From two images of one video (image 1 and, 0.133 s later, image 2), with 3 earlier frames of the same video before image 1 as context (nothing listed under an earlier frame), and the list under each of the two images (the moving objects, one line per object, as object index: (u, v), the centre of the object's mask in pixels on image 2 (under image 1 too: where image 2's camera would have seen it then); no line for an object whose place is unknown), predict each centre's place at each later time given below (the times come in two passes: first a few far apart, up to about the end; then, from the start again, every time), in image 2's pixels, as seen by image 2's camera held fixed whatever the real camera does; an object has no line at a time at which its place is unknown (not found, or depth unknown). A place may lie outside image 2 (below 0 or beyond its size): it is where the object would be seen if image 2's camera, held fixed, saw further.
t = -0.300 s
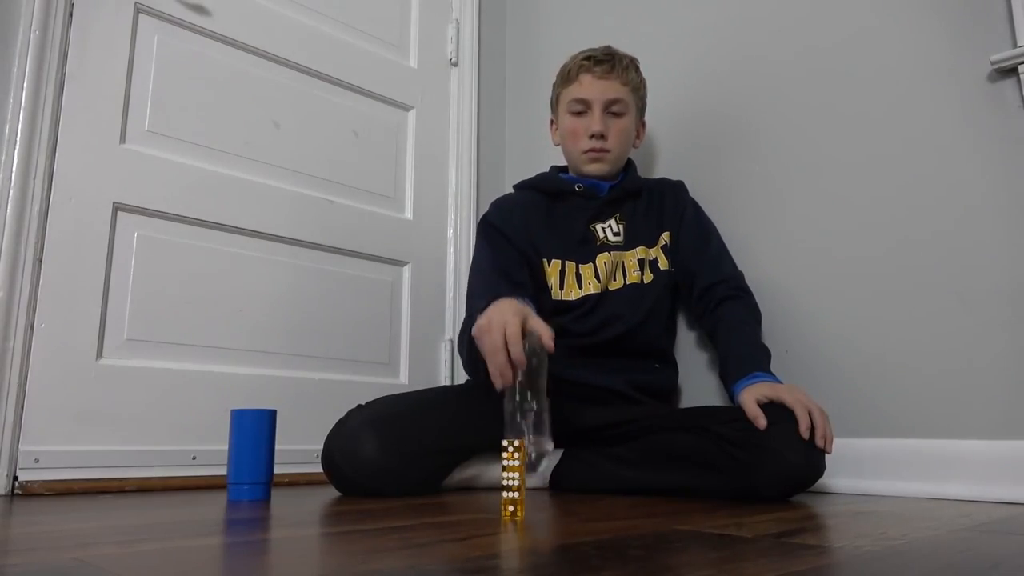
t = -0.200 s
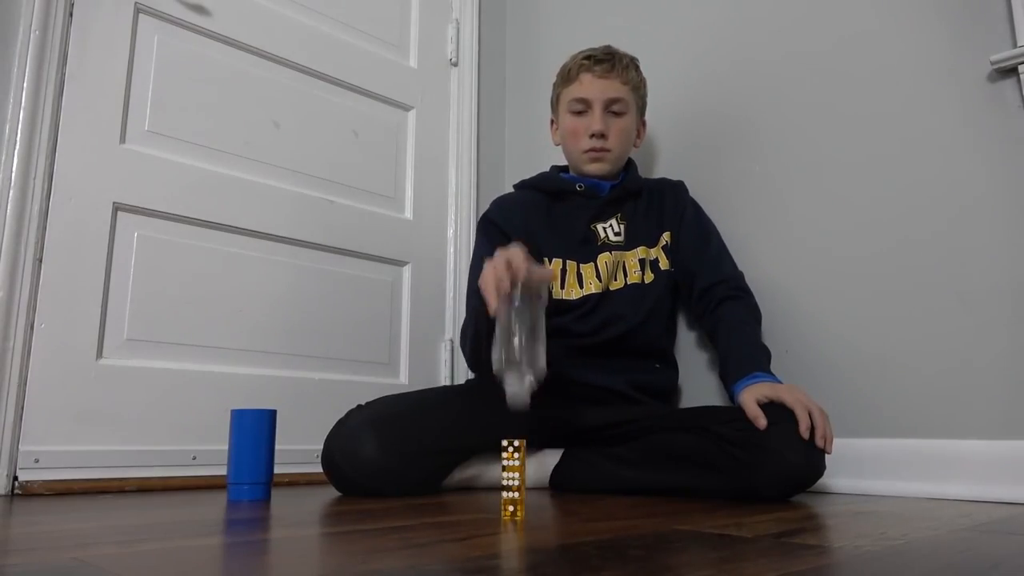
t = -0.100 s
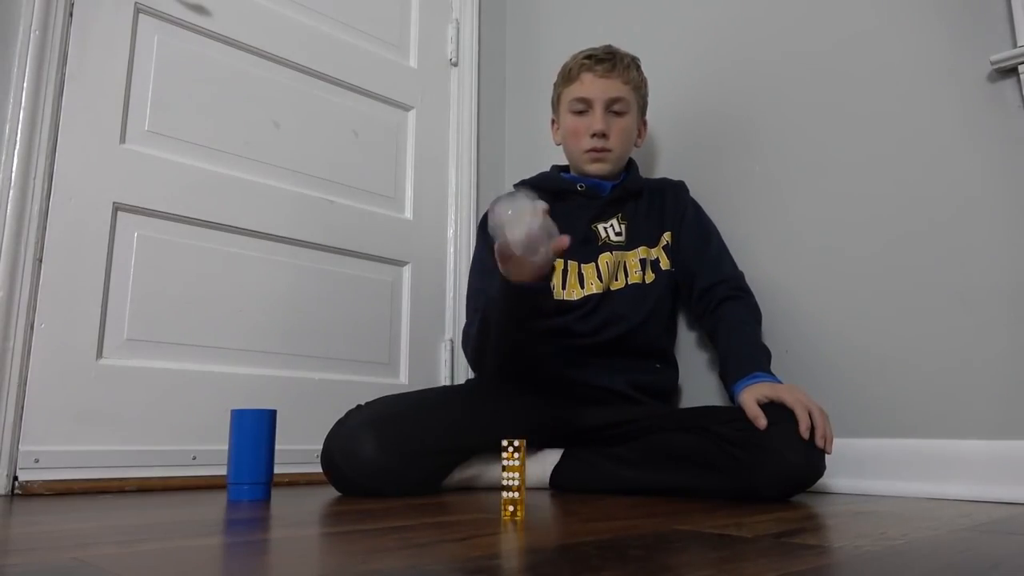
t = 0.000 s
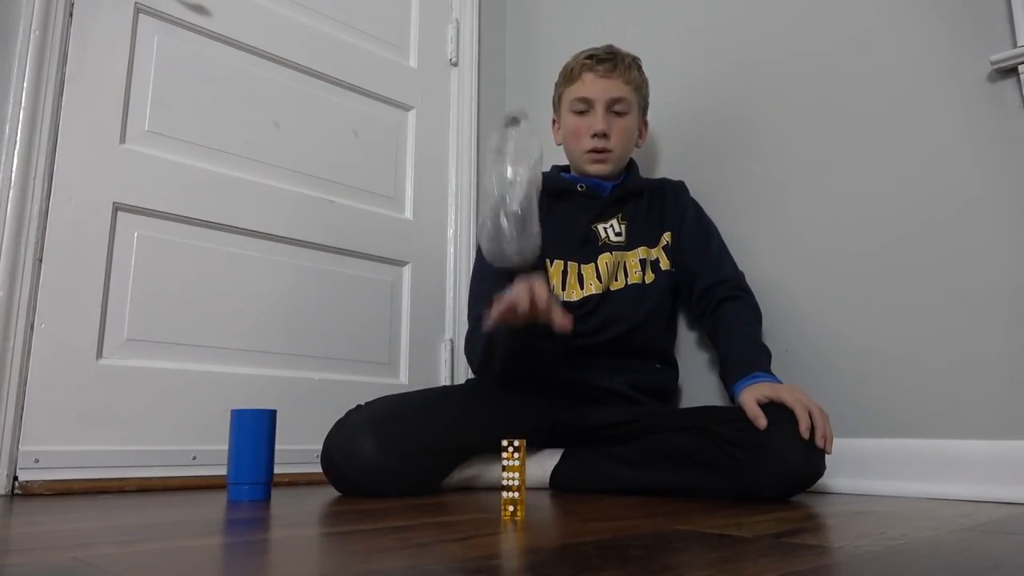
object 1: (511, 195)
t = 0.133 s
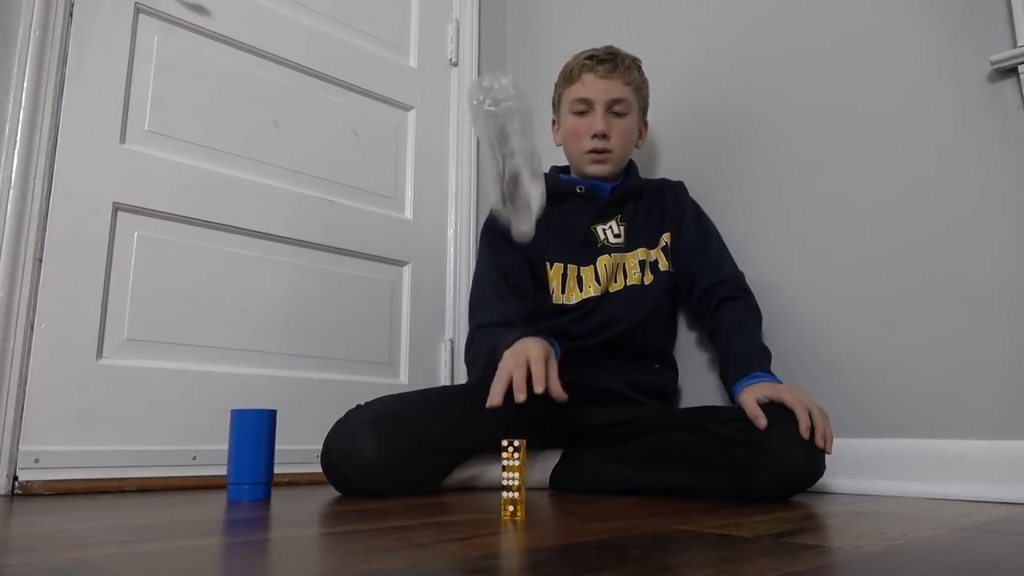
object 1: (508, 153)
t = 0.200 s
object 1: (512, 226)
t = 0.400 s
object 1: (510, 334)
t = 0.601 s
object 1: (508, 333)
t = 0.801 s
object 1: (508, 334)
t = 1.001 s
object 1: (510, 334)
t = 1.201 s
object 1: (509, 334)
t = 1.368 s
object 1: (510, 334)
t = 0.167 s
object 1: (511, 185)
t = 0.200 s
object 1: (512, 226)
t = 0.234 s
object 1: (513, 280)
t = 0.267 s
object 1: (512, 331)
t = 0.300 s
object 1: (512, 333)
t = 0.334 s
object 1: (512, 333)
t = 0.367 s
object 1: (511, 334)
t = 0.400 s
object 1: (510, 334)
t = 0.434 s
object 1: (510, 334)
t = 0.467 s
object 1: (513, 334)
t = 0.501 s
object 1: (515, 334)
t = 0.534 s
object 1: (514, 334)
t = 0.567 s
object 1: (511, 334)
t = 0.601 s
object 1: (508, 333)
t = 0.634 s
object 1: (507, 334)
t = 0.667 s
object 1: (507, 334)
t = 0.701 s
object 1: (509, 333)
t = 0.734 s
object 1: (510, 334)
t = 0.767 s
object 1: (509, 334)
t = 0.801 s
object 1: (508, 334)
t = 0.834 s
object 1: (508, 334)
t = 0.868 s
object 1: (509, 334)
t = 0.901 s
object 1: (511, 334)
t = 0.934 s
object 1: (511, 334)
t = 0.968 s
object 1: (511, 335)
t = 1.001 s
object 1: (510, 334)
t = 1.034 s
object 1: (509, 334)
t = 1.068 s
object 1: (509, 334)
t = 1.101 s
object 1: (509, 334)
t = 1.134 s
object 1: (509, 334)
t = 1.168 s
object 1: (509, 334)
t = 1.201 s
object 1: (509, 334)
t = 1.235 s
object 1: (509, 334)
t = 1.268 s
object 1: (510, 334)
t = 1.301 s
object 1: (510, 334)
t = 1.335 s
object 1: (511, 334)
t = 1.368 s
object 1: (510, 334)
